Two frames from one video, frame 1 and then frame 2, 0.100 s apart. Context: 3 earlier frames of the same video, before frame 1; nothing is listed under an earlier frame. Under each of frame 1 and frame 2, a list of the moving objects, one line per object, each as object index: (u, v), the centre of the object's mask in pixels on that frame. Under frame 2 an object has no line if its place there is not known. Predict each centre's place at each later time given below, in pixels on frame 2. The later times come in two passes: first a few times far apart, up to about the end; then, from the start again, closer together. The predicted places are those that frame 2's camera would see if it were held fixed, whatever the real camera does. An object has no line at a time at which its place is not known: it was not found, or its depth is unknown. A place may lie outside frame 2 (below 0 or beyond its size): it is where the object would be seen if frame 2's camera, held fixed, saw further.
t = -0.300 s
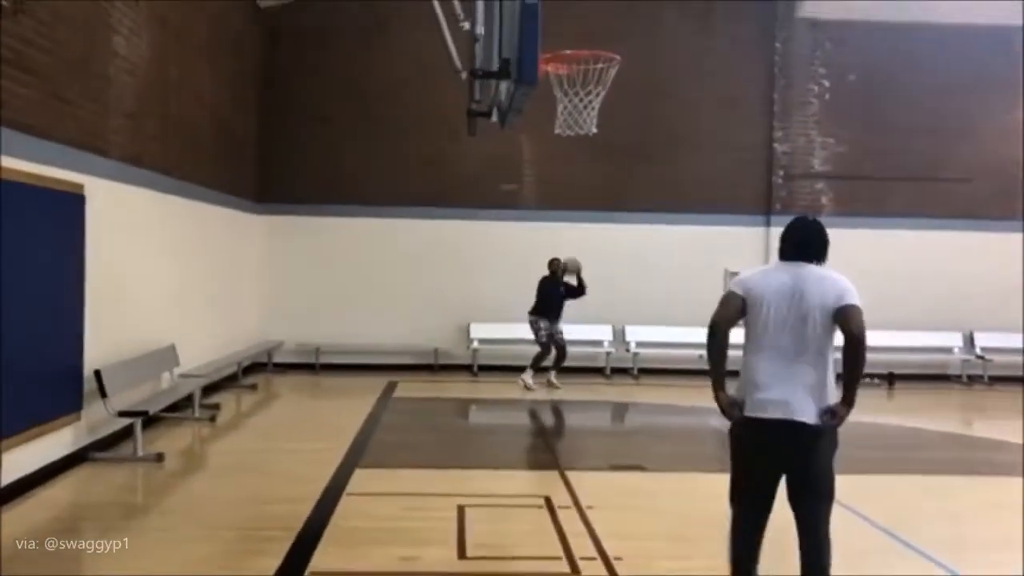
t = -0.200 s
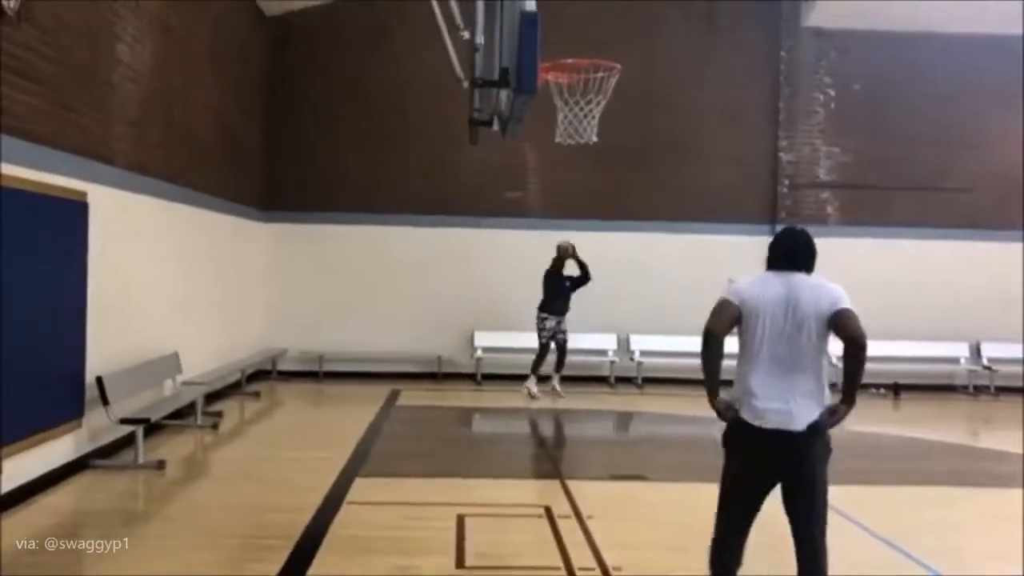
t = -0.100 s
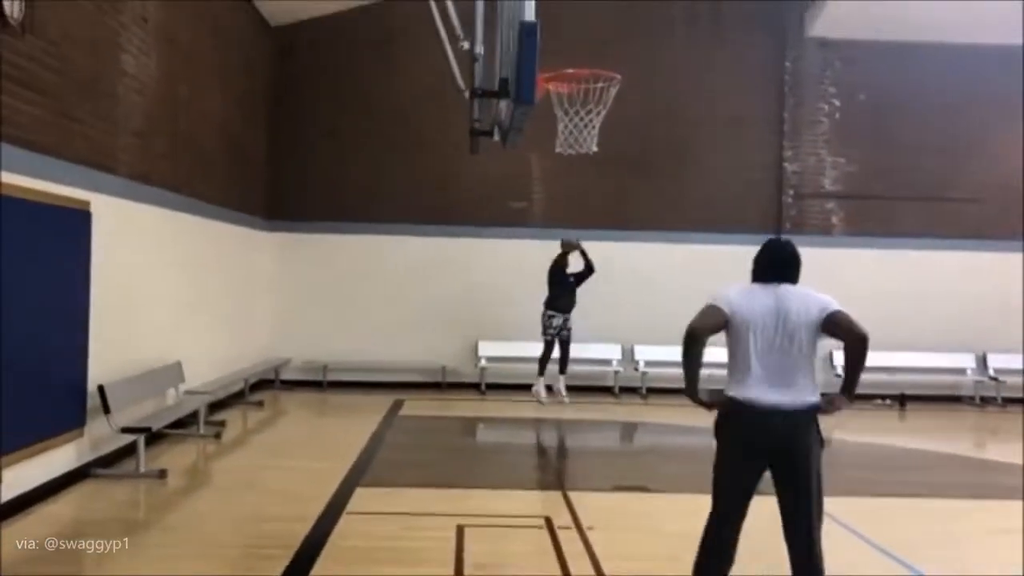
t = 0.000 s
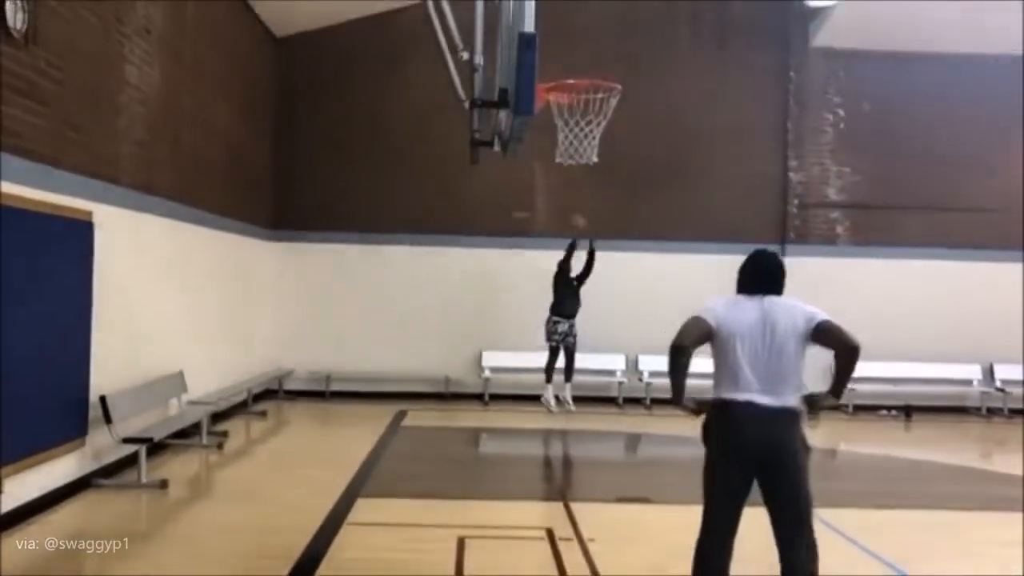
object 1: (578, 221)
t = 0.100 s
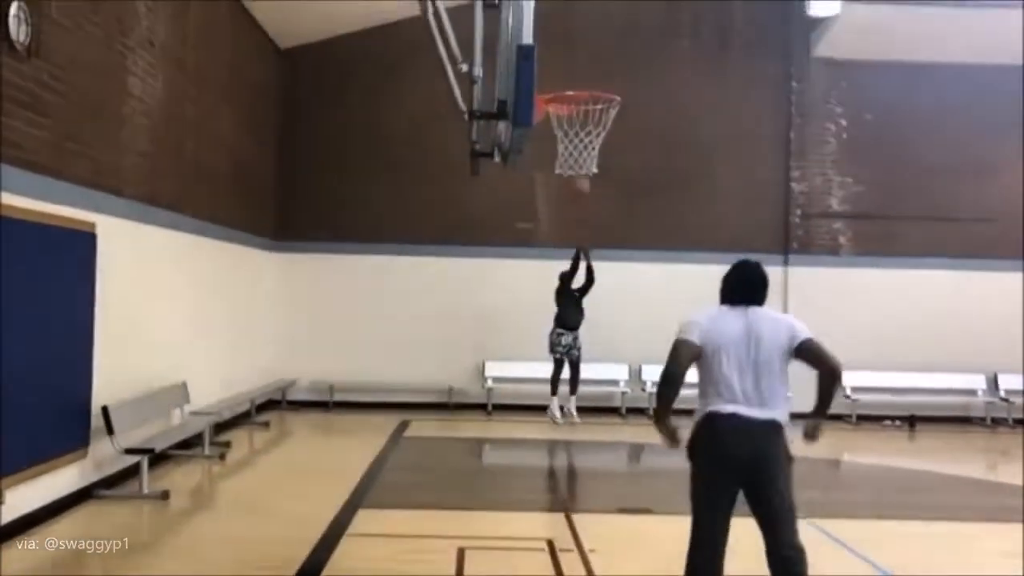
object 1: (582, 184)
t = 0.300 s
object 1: (581, 99)
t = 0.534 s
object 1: (582, 27)
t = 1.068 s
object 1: (578, 33)
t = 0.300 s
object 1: (581, 99)
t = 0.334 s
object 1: (582, 86)
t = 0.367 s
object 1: (581, 77)
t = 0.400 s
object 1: (582, 66)
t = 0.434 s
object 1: (581, 55)
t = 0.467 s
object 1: (581, 45)
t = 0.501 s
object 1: (581, 36)
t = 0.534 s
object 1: (582, 27)
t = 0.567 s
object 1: (581, 19)
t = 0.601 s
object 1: (582, 12)
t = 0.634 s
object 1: (582, 5)
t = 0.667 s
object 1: (582, 0)
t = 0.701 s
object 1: (582, -3)
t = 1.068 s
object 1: (578, 33)
